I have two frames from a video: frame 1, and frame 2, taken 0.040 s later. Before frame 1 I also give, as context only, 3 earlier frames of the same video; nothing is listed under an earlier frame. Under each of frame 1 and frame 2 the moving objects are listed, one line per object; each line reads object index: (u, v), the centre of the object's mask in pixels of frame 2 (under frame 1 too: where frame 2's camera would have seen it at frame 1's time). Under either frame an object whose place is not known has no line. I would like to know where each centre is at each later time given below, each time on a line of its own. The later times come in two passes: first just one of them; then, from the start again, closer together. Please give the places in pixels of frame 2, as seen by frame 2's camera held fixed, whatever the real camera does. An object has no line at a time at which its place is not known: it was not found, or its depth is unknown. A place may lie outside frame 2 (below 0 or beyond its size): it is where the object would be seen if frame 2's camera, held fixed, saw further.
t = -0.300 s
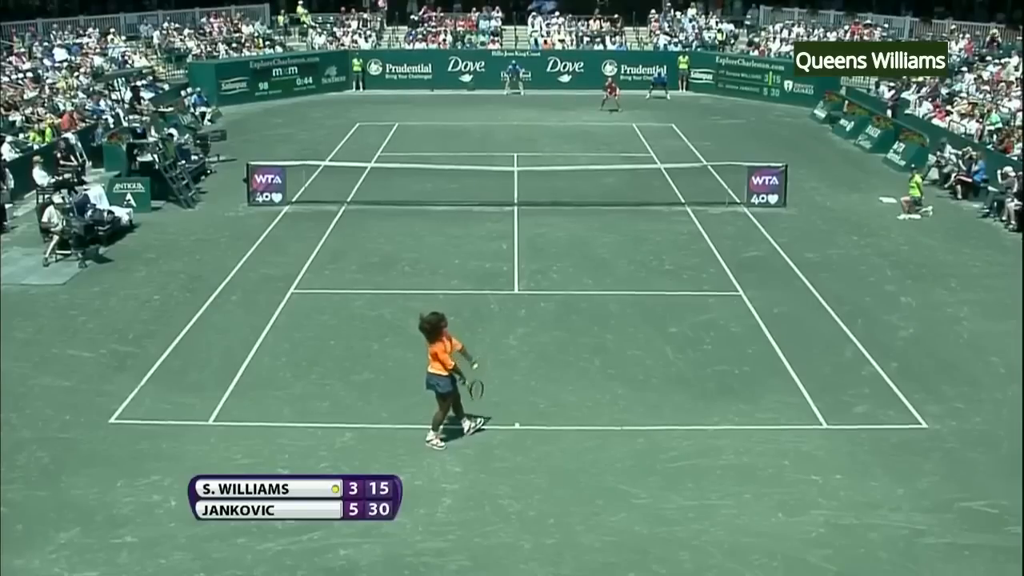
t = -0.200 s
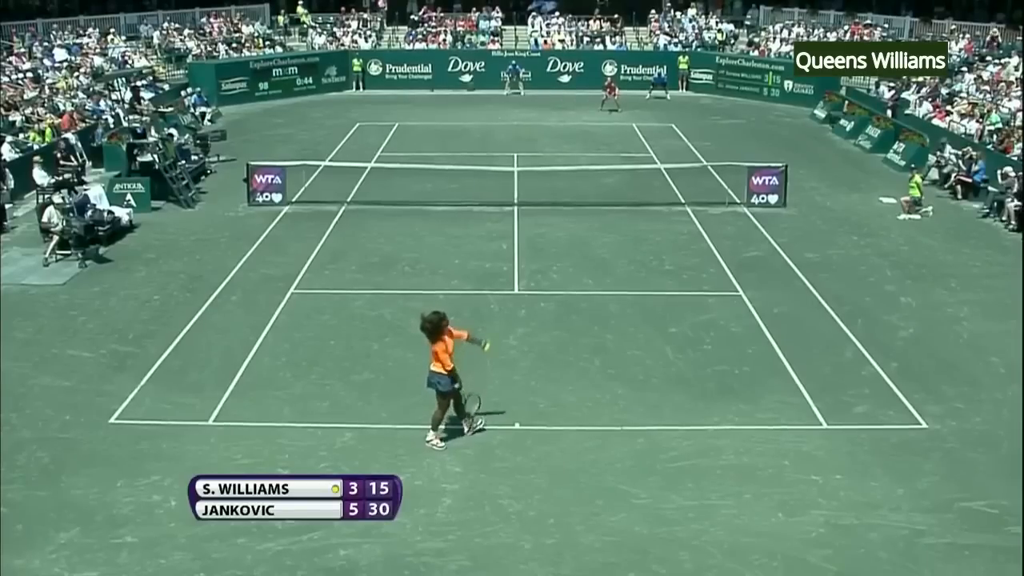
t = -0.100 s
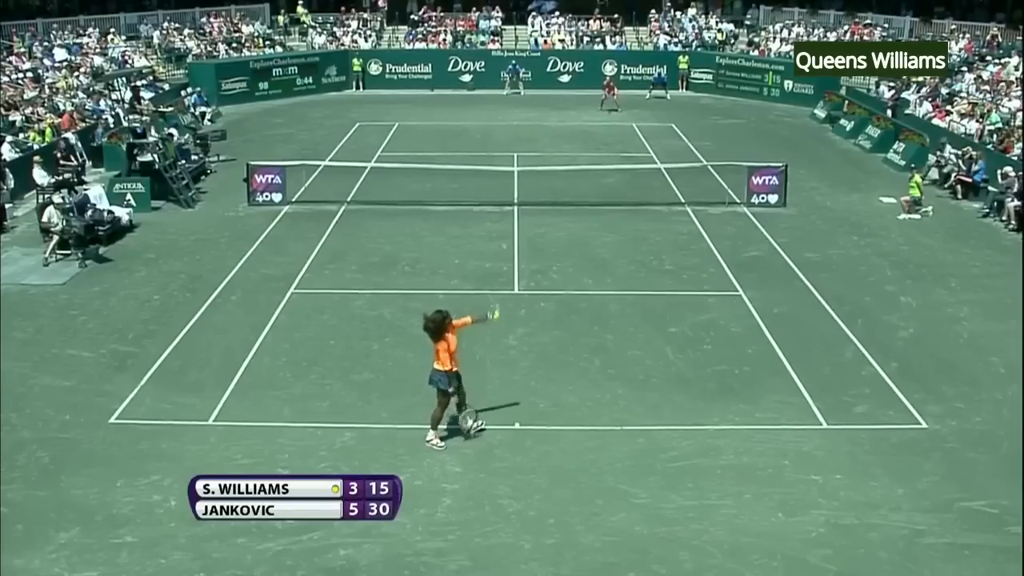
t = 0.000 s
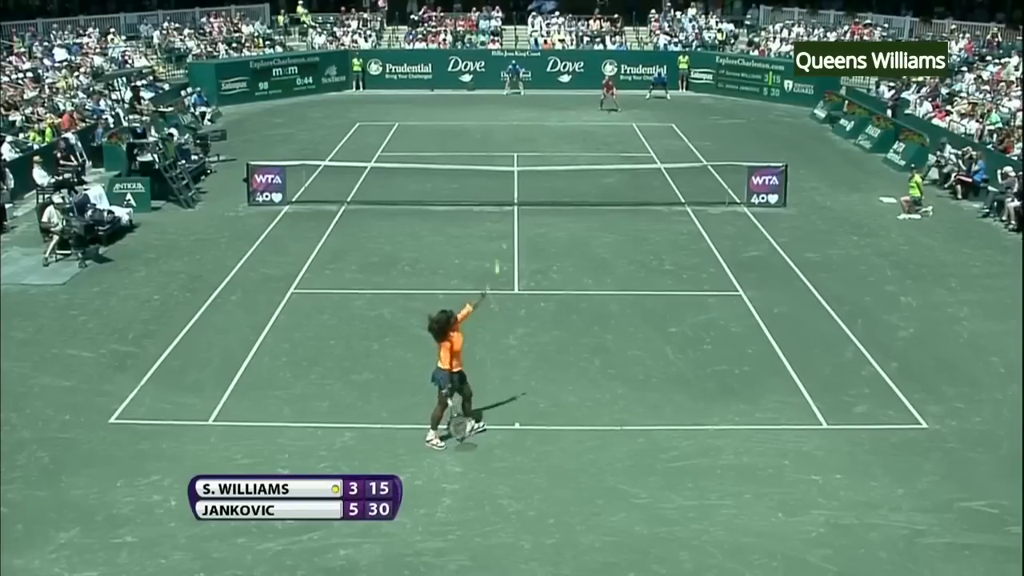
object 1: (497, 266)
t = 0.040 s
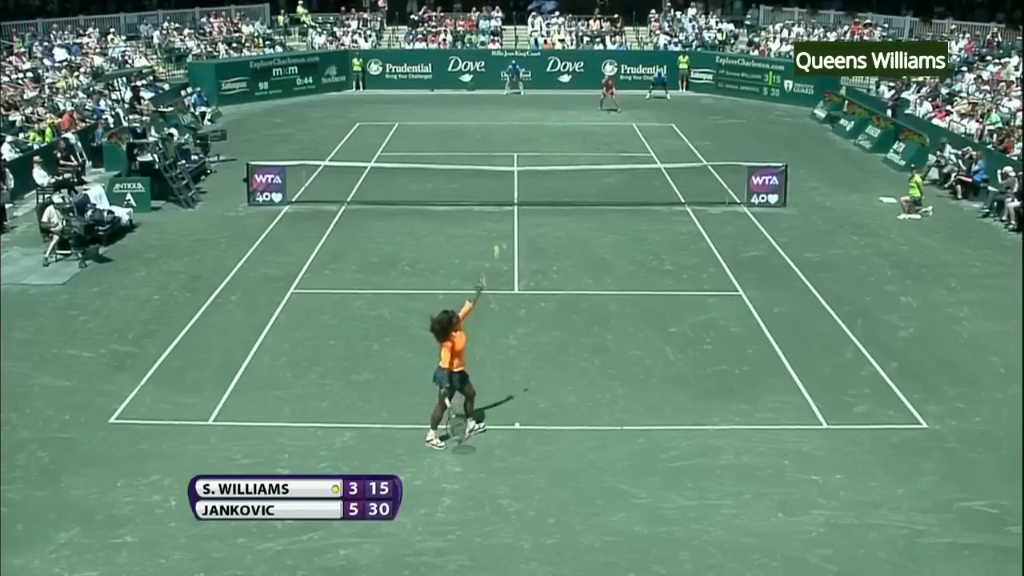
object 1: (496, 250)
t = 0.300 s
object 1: (493, 175)
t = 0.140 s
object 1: (496, 214)
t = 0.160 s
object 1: (495, 208)
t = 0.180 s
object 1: (495, 203)
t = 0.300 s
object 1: (493, 175)
